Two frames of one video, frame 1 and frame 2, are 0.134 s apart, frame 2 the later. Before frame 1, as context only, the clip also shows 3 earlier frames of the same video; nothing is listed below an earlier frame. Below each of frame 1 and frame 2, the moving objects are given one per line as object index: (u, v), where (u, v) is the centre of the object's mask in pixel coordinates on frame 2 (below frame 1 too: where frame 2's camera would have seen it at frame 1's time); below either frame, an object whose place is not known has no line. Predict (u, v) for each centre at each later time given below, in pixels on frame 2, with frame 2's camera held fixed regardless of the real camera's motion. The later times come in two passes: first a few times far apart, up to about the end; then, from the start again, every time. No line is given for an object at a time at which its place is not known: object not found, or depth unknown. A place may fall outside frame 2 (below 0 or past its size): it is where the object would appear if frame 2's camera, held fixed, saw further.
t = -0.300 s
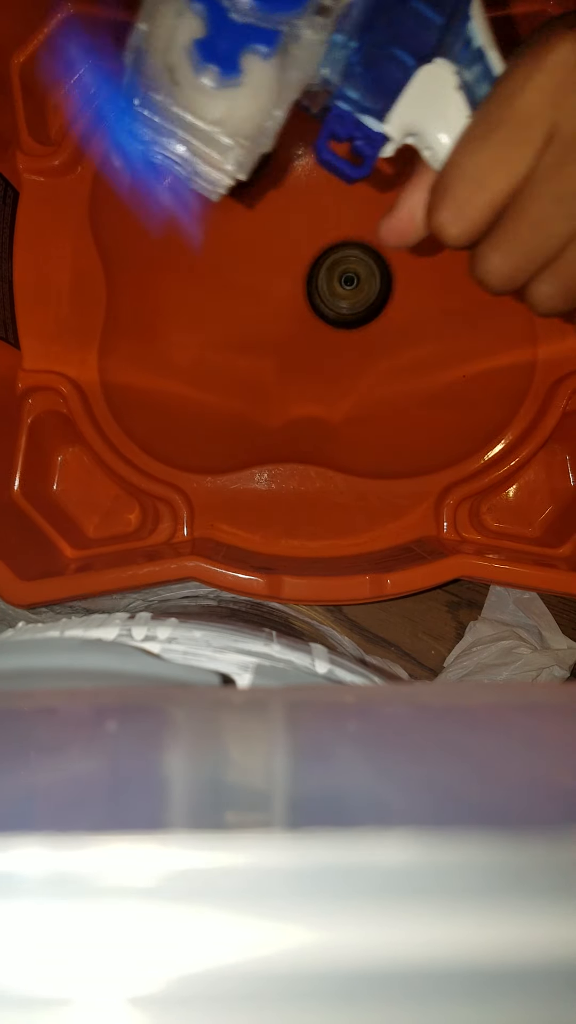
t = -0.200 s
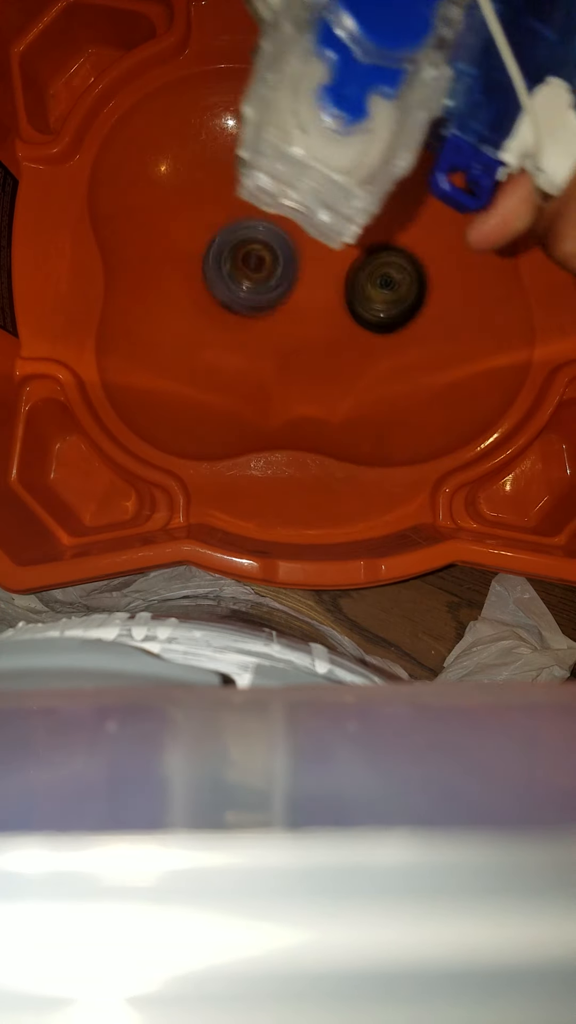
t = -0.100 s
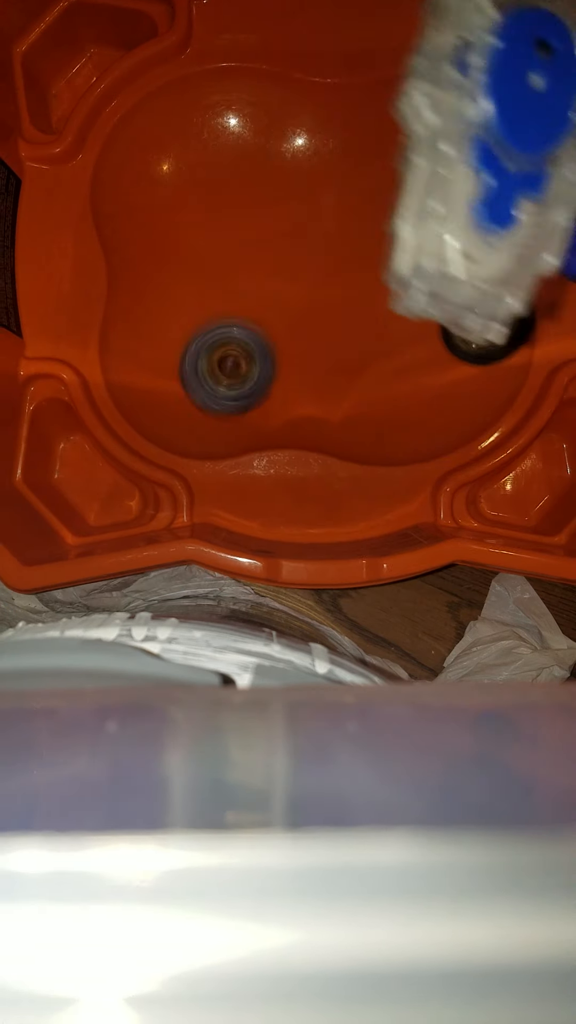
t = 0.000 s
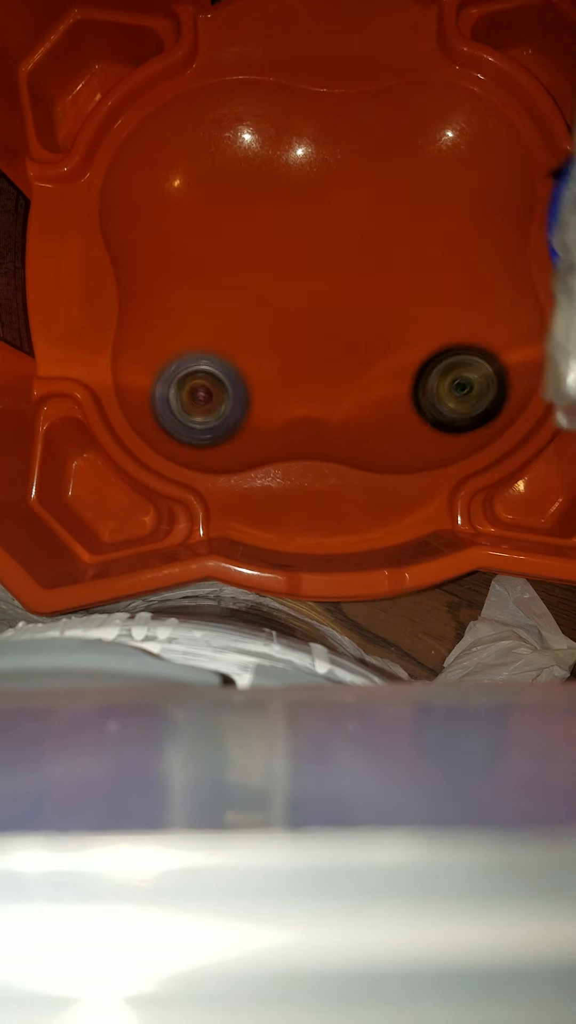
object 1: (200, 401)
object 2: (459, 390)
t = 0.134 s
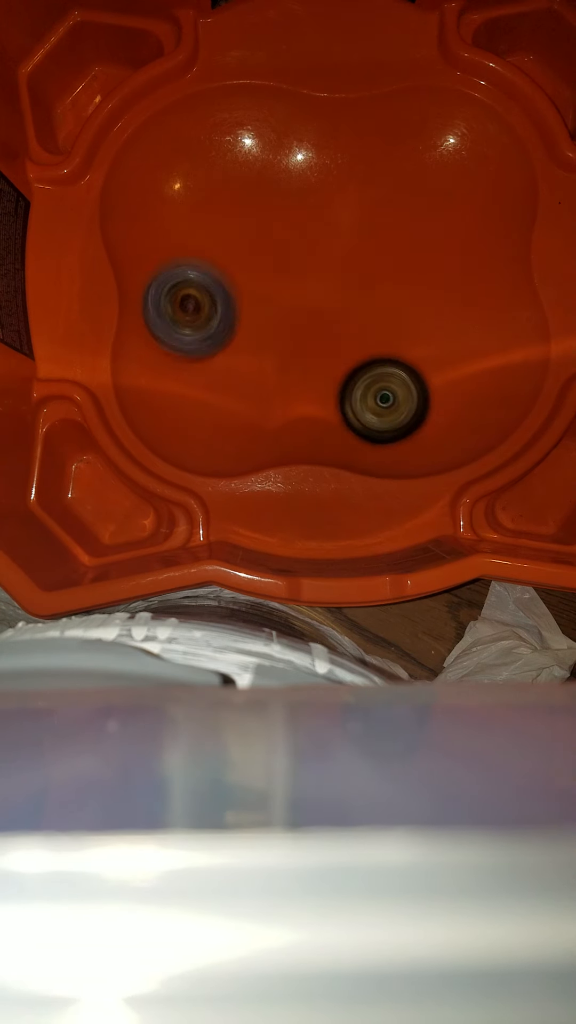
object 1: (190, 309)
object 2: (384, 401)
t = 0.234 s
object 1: (256, 233)
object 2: (347, 372)
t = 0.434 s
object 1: (481, 201)
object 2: (310, 317)
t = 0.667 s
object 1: (431, 269)
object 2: (208, 280)
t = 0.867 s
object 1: (370, 360)
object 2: (126, 185)
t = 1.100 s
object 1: (182, 313)
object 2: (373, 226)
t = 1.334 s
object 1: (343, 194)
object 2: (474, 299)
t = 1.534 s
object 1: (482, 200)
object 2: (460, 377)
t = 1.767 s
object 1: (275, 304)
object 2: (426, 402)
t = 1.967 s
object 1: (166, 210)
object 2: (403, 383)
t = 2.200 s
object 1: (323, 183)
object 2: (411, 335)
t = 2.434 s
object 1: (222, 135)
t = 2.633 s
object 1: (200, 208)
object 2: (544, 465)
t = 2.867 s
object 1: (219, 308)
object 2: (302, 155)
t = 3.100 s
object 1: (237, 395)
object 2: (175, 220)
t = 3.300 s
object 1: (199, 380)
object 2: (251, 260)
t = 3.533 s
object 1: (234, 325)
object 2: (350, 265)
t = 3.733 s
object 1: (313, 327)
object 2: (400, 256)
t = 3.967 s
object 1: (381, 332)
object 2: (402, 228)
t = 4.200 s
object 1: (424, 354)
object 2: (374, 203)
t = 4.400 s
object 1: (404, 346)
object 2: (348, 214)
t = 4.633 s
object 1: (379, 310)
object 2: (298, 251)
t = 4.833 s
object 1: (370, 286)
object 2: (271, 308)
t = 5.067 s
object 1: (351, 252)
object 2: (287, 363)
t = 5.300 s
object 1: (354, 216)
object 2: (304, 361)
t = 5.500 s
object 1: (361, 227)
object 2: (325, 333)
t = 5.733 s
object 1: (382, 187)
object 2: (313, 378)
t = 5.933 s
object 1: (378, 232)
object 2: (307, 366)
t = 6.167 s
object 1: (332, 243)
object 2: (263, 394)
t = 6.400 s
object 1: (346, 195)
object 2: (219, 405)
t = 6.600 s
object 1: (364, 228)
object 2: (221, 381)
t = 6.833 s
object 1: (323, 313)
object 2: (227, 324)
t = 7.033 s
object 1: (373, 318)
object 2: (181, 302)
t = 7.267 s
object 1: (400, 329)
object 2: (227, 299)
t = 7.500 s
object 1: (377, 318)
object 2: (288, 291)
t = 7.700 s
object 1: (377, 303)
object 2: (273, 244)
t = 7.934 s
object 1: (351, 283)
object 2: (246, 226)
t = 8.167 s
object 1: (336, 258)
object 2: (242, 254)
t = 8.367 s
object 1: (367, 253)
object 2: (262, 267)
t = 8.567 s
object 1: (382, 265)
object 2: (281, 251)
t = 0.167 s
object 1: (205, 283)
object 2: (369, 393)
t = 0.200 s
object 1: (227, 257)
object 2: (357, 383)
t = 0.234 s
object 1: (256, 233)
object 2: (347, 372)
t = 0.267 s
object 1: (291, 216)
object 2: (338, 362)
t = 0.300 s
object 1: (327, 204)
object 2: (331, 352)
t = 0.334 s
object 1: (366, 197)
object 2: (326, 343)
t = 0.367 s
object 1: (406, 196)
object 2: (321, 333)
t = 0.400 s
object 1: (447, 197)
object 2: (316, 325)
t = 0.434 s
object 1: (481, 201)
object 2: (310, 317)
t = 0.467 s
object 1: (487, 201)
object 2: (304, 309)
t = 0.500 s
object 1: (490, 206)
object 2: (303, 300)
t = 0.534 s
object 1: (489, 220)
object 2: (302, 292)
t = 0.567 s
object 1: (469, 238)
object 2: (302, 284)
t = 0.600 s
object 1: (437, 251)
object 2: (303, 276)
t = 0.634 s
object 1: (402, 267)
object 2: (295, 270)
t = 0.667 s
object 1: (431, 269)
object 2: (208, 280)
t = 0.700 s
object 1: (467, 271)
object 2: (156, 261)
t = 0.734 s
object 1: (473, 283)
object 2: (145, 231)
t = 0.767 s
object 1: (454, 301)
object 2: (134, 206)
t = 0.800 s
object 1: (429, 327)
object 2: (126, 190)
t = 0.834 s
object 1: (400, 354)
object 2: (123, 183)
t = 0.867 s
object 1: (370, 360)
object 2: (126, 185)
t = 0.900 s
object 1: (337, 374)
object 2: (164, 194)
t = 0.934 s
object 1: (300, 379)
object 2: (199, 199)
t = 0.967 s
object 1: (261, 376)
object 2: (235, 199)
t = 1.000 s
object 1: (222, 369)
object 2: (271, 204)
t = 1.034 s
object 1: (186, 354)
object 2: (306, 209)
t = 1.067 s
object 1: (167, 332)
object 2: (339, 216)
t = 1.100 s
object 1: (182, 313)
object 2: (373, 226)
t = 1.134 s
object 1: (198, 299)
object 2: (398, 234)
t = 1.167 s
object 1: (214, 290)
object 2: (420, 242)
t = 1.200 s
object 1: (235, 268)
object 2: (438, 251)
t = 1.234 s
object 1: (260, 243)
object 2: (450, 260)
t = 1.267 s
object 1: (286, 224)
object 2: (461, 270)
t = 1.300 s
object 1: (313, 207)
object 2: (468, 284)
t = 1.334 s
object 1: (343, 194)
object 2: (474, 299)
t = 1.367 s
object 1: (371, 186)
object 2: (478, 319)
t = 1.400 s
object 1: (404, 180)
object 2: (479, 338)
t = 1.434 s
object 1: (439, 179)
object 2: (478, 352)
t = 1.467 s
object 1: (471, 179)
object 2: (474, 364)
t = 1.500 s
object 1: (485, 187)
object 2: (466, 372)
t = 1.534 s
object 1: (482, 200)
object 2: (460, 377)
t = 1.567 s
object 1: (473, 222)
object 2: (451, 381)
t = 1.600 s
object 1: (447, 241)
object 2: (442, 381)
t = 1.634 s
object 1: (419, 265)
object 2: (435, 380)
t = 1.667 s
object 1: (387, 287)
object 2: (430, 380)
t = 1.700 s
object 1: (351, 295)
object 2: (432, 393)
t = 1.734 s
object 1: (313, 302)
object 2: (430, 401)
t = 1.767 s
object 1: (275, 304)
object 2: (426, 402)
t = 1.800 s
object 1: (238, 300)
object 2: (421, 404)
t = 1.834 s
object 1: (206, 291)
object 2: (416, 403)
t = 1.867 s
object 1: (176, 277)
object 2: (411, 400)
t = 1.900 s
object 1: (165, 252)
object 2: (408, 396)
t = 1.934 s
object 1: (164, 232)
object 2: (405, 389)
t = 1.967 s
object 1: (166, 210)
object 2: (403, 383)
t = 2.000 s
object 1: (176, 185)
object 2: (402, 375)
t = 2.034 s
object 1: (188, 162)
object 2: (403, 369)
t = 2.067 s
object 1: (209, 141)
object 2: (404, 361)
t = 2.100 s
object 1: (233, 133)
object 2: (406, 355)
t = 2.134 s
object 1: (262, 142)
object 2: (407, 348)
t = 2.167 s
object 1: (292, 157)
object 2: (410, 341)
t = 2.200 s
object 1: (323, 183)
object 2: (411, 335)
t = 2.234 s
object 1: (354, 212)
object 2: (413, 329)
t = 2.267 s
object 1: (376, 238)
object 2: (416, 325)
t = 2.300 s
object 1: (326, 199)
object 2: (481, 381)
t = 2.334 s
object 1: (287, 169)
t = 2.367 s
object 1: (257, 151)
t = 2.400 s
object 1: (237, 139)
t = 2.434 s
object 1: (222, 135)
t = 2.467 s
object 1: (212, 138)
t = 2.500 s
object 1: (205, 147)
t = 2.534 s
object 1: (202, 160)
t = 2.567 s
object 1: (200, 174)
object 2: (570, 529)
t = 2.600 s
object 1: (200, 191)
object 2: (559, 499)
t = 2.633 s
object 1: (200, 208)
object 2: (544, 465)
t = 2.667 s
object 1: (199, 224)
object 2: (517, 429)
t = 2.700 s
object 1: (199, 239)
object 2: (478, 375)
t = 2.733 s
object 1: (201, 253)
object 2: (437, 329)
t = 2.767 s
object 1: (204, 265)
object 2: (399, 288)
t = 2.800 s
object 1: (209, 280)
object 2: (368, 234)
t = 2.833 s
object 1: (214, 294)
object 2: (335, 187)
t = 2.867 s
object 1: (219, 308)
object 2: (302, 155)
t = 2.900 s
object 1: (223, 320)
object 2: (274, 147)
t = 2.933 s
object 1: (228, 333)
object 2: (243, 147)
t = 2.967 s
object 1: (232, 347)
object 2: (212, 157)
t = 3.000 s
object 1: (234, 361)
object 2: (189, 173)
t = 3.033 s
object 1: (235, 374)
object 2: (182, 184)
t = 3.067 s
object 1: (236, 383)
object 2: (176, 202)
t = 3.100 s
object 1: (237, 395)
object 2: (175, 220)
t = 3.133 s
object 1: (234, 403)
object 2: (183, 228)
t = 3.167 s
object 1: (228, 405)
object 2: (195, 242)
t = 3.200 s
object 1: (222, 399)
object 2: (208, 250)
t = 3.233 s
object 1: (214, 393)
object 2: (221, 253)
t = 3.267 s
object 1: (205, 388)
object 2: (237, 258)
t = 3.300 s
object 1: (199, 380)
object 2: (251, 260)
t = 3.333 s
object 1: (192, 374)
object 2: (263, 262)
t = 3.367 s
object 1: (189, 365)
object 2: (276, 264)
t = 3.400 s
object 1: (193, 353)
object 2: (290, 264)
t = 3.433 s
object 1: (199, 344)
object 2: (304, 265)
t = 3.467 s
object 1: (208, 334)
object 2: (318, 264)
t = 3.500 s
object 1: (222, 329)
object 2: (335, 264)
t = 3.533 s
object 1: (234, 325)
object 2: (350, 265)
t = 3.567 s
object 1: (249, 322)
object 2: (362, 265)
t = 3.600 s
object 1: (262, 323)
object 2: (374, 264)
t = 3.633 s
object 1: (275, 321)
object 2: (383, 264)
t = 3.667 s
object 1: (290, 323)
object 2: (389, 261)
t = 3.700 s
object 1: (300, 324)
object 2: (395, 258)
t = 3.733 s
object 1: (313, 327)
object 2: (400, 256)
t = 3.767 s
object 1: (321, 331)
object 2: (402, 252)
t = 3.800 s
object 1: (332, 331)
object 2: (405, 248)
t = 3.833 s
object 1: (341, 332)
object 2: (406, 245)
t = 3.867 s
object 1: (351, 329)
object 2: (405, 242)
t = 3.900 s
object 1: (362, 330)
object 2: (405, 237)
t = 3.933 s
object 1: (370, 329)
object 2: (405, 233)
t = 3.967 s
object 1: (381, 332)
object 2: (402, 228)
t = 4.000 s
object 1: (389, 335)
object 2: (399, 221)
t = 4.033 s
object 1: (399, 337)
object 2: (397, 217)
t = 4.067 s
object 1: (405, 341)
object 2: (393, 214)
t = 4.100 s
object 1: (413, 343)
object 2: (388, 210)
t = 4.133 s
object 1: (417, 348)
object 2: (385, 207)
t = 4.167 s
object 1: (422, 349)
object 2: (379, 206)
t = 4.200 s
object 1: (424, 354)
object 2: (374, 203)
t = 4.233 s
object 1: (423, 354)
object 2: (370, 203)
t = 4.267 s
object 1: (423, 356)
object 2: (364, 205)
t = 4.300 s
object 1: (419, 355)
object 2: (360, 205)
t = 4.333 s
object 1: (415, 354)
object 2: (357, 208)
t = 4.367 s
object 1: (409, 351)
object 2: (352, 211)
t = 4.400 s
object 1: (404, 346)
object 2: (348, 214)
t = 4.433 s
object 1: (398, 340)
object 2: (345, 220)
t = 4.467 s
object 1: (393, 333)
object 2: (340, 227)
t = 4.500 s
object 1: (385, 327)
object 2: (335, 233)
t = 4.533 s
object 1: (382, 319)
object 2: (329, 241)
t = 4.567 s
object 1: (381, 317)
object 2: (315, 241)
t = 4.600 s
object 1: (382, 314)
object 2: (305, 244)
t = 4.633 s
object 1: (379, 310)
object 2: (298, 251)
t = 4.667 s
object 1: (379, 307)
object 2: (291, 259)
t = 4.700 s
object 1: (377, 302)
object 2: (286, 268)
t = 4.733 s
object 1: (375, 300)
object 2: (281, 279)
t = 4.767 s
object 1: (373, 294)
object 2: (277, 287)
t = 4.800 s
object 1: (369, 292)
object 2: (275, 298)
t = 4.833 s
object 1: (370, 286)
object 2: (271, 308)
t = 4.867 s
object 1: (368, 283)
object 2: (271, 315)
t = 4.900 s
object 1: (367, 279)
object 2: (273, 325)
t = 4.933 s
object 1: (364, 273)
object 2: (275, 334)
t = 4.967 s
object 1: (359, 270)
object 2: (278, 343)
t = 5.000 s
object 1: (356, 263)
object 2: (280, 351)
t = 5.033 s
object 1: (352, 257)
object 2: (284, 357)
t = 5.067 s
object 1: (351, 252)
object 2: (287, 363)
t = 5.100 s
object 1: (348, 244)
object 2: (290, 365)
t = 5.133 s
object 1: (347, 240)
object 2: (293, 368)
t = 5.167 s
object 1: (348, 233)
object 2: (294, 368)
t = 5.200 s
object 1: (347, 227)
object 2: (297, 368)
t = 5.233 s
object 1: (349, 223)
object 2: (298, 367)
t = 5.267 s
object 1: (353, 217)
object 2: (301, 364)
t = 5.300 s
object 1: (354, 216)
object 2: (304, 361)
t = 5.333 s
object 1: (359, 215)
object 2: (306, 356)
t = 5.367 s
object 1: (362, 215)
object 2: (310, 352)
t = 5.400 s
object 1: (362, 221)
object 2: (313, 345)
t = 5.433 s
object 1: (364, 225)
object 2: (318, 336)
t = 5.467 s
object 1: (363, 230)
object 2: (322, 327)
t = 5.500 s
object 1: (361, 227)
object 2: (325, 333)
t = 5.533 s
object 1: (364, 217)
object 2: (322, 353)
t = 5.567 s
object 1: (364, 208)
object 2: (321, 368)
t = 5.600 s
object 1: (366, 199)
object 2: (320, 378)
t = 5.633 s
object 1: (367, 194)
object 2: (318, 382)
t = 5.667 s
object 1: (370, 189)
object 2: (317, 382)
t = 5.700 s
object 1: (376, 187)
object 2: (316, 380)
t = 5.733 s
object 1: (382, 187)
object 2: (313, 378)
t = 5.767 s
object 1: (386, 189)
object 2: (312, 377)
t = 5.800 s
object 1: (388, 194)
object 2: (311, 375)
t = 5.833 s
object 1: (387, 200)
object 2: (311, 373)
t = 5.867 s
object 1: (385, 211)
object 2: (309, 370)
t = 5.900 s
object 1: (381, 222)
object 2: (309, 368)
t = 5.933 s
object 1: (378, 232)
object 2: (307, 366)
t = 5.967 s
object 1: (371, 242)
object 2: (307, 363)
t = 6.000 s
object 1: (363, 252)
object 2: (304, 359)
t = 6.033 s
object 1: (353, 265)
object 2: (303, 354)
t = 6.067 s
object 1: (344, 272)
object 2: (297, 355)
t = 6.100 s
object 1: (338, 267)
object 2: (287, 369)
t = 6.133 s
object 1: (335, 256)
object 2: (275, 383)
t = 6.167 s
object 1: (332, 243)
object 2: (263, 394)
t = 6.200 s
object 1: (331, 232)
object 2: (253, 398)
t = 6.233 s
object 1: (331, 222)
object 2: (243, 402)
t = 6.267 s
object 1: (333, 214)
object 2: (235, 406)
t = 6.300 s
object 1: (335, 206)
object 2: (228, 408)
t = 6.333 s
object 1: (338, 201)
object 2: (224, 409)
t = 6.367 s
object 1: (342, 197)
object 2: (221, 406)
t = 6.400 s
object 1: (346, 195)
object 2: (219, 405)
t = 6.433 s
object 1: (350, 195)
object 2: (219, 401)
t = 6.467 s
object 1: (355, 198)
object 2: (218, 397)
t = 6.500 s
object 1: (360, 201)
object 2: (219, 394)
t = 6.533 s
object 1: (363, 208)
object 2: (219, 390)
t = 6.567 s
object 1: (364, 216)
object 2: (219, 386)
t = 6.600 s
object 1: (364, 228)
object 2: (221, 381)
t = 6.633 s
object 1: (363, 239)
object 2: (222, 376)
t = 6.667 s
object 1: (360, 253)
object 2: (227, 369)
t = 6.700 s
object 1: (354, 265)
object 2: (229, 361)
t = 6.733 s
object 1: (347, 280)
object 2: (232, 353)
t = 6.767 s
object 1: (339, 293)
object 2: (234, 342)
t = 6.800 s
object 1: (330, 306)
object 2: (234, 332)
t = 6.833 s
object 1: (323, 313)
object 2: (227, 324)
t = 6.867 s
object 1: (331, 312)
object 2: (207, 323)
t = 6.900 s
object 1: (340, 312)
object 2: (194, 320)
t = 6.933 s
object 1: (349, 312)
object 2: (186, 316)
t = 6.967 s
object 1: (359, 314)
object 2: (182, 311)
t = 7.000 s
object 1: (366, 316)
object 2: (180, 307)
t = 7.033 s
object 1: (373, 318)
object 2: (181, 302)
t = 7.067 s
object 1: (380, 320)
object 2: (184, 298)
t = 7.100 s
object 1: (386, 321)
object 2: (189, 296)
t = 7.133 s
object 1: (392, 323)
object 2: (197, 293)
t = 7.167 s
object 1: (396, 325)
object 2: (203, 292)
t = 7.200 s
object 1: (399, 328)
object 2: (212, 293)
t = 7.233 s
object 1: (400, 329)
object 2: (220, 296)
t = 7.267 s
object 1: (400, 329)
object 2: (227, 299)
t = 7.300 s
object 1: (400, 329)
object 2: (237, 302)
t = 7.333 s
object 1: (399, 329)
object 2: (249, 303)
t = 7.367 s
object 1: (396, 329)
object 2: (257, 303)
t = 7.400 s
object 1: (392, 329)
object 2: (266, 302)
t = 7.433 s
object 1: (386, 326)
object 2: (274, 300)
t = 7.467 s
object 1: (382, 322)
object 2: (281, 296)
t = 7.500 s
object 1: (377, 318)
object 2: (288, 291)
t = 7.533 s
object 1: (377, 317)
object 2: (285, 283)
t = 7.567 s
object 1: (377, 314)
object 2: (280, 275)
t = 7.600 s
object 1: (378, 311)
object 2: (279, 266)
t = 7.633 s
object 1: (379, 308)
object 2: (278, 259)
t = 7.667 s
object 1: (379, 305)
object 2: (275, 252)
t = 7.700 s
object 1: (377, 303)
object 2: (273, 244)
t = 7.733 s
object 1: (377, 299)
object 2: (268, 236)
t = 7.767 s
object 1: (374, 296)
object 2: (262, 233)
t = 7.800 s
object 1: (371, 295)
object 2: (260, 229)
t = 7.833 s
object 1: (367, 290)
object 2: (255, 225)
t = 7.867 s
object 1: (363, 288)
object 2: (251, 228)
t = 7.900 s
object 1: (358, 286)
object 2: (249, 227)
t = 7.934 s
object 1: (351, 283)
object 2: (246, 226)
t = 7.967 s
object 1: (344, 278)
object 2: (245, 230)
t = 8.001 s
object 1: (336, 276)
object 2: (245, 234)
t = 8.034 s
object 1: (331, 272)
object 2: (241, 236)
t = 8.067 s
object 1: (332, 265)
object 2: (236, 240)
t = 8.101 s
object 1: (333, 264)
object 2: (237, 245)
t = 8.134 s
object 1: (334, 262)
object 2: (240, 250)
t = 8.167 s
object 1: (336, 258)
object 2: (242, 254)
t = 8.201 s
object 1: (342, 257)
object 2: (240, 260)
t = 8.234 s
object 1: (346, 254)
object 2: (242, 264)
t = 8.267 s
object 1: (353, 253)
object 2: (247, 265)
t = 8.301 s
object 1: (359, 254)
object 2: (253, 267)
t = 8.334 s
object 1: (362, 252)
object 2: (258, 268)
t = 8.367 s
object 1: (367, 253)
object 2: (262, 267)
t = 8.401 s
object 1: (369, 256)
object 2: (268, 264)
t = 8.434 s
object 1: (372, 255)
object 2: (274, 262)
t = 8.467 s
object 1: (373, 258)
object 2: (279, 259)
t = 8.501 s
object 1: (376, 260)
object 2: (279, 255)
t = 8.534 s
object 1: (381, 262)
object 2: (280, 252)
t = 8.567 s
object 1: (382, 265)
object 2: (281, 251)
